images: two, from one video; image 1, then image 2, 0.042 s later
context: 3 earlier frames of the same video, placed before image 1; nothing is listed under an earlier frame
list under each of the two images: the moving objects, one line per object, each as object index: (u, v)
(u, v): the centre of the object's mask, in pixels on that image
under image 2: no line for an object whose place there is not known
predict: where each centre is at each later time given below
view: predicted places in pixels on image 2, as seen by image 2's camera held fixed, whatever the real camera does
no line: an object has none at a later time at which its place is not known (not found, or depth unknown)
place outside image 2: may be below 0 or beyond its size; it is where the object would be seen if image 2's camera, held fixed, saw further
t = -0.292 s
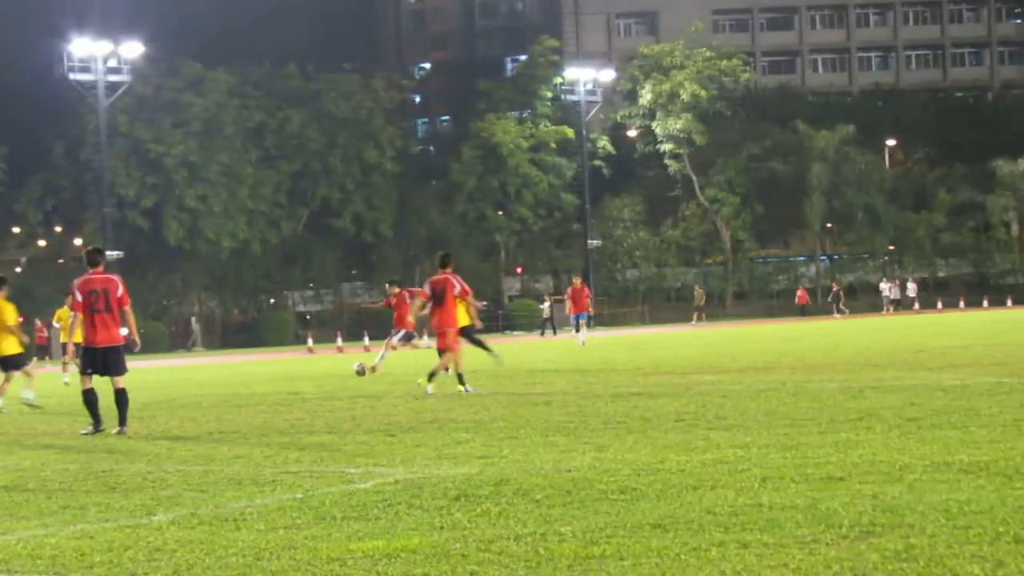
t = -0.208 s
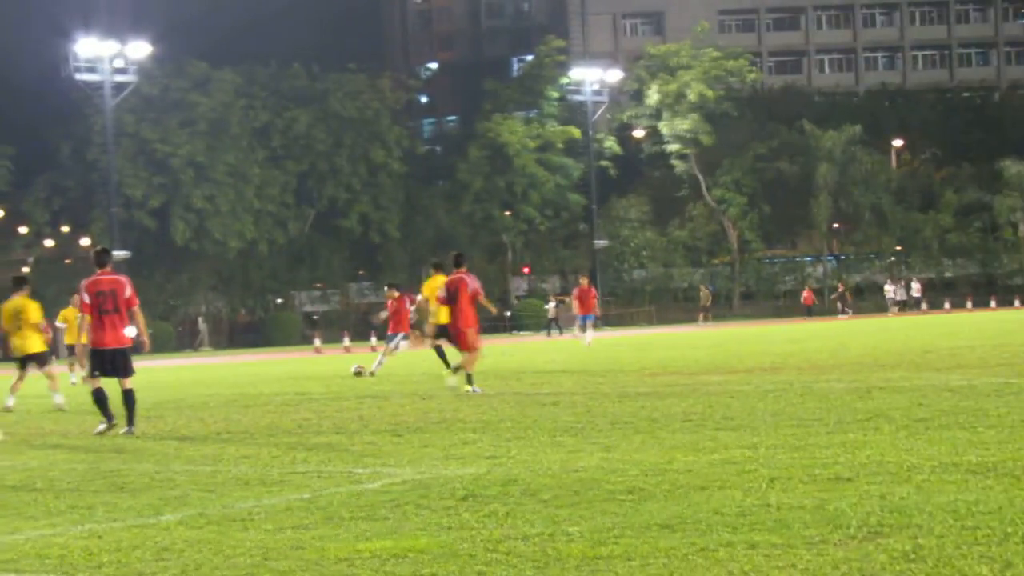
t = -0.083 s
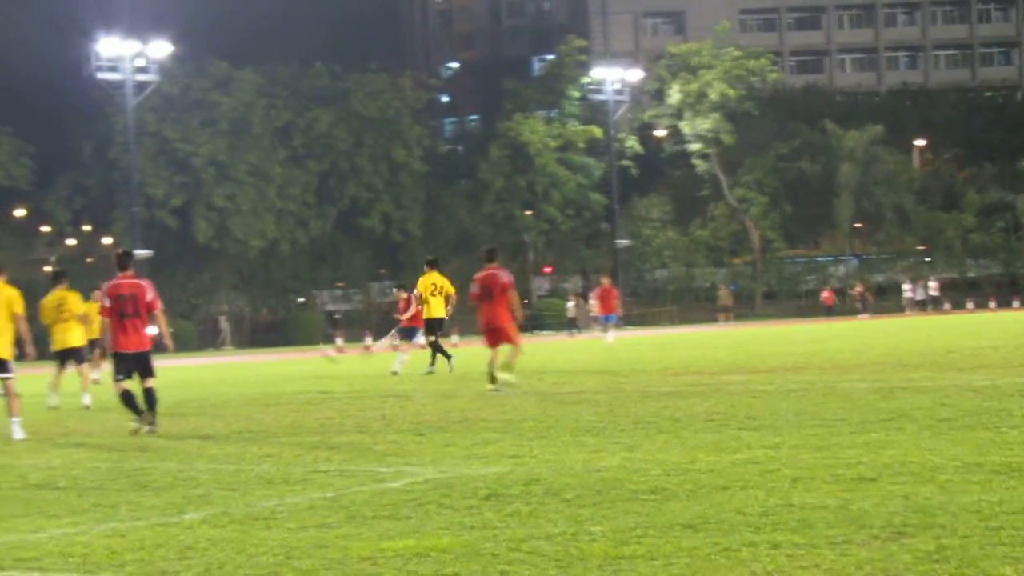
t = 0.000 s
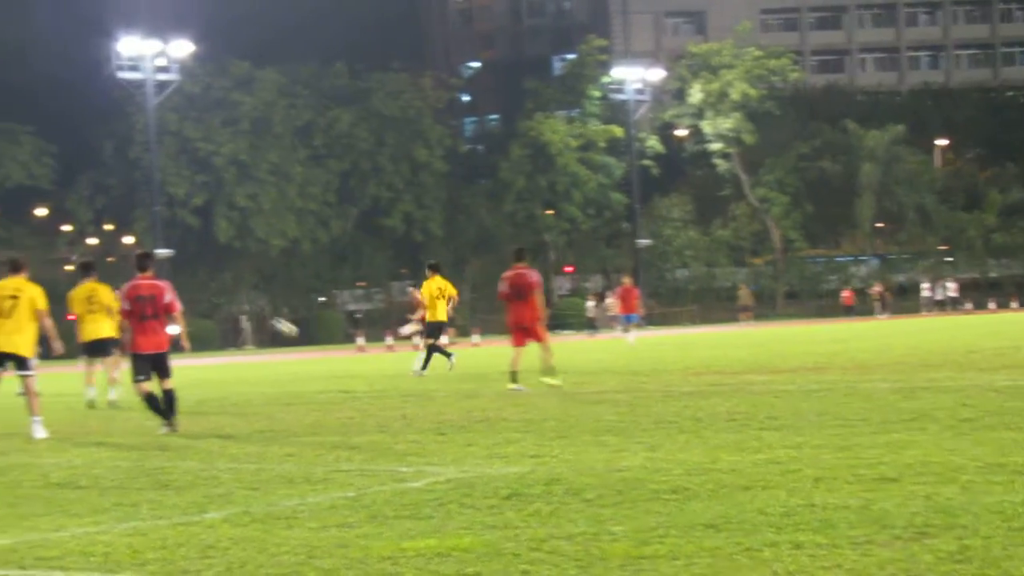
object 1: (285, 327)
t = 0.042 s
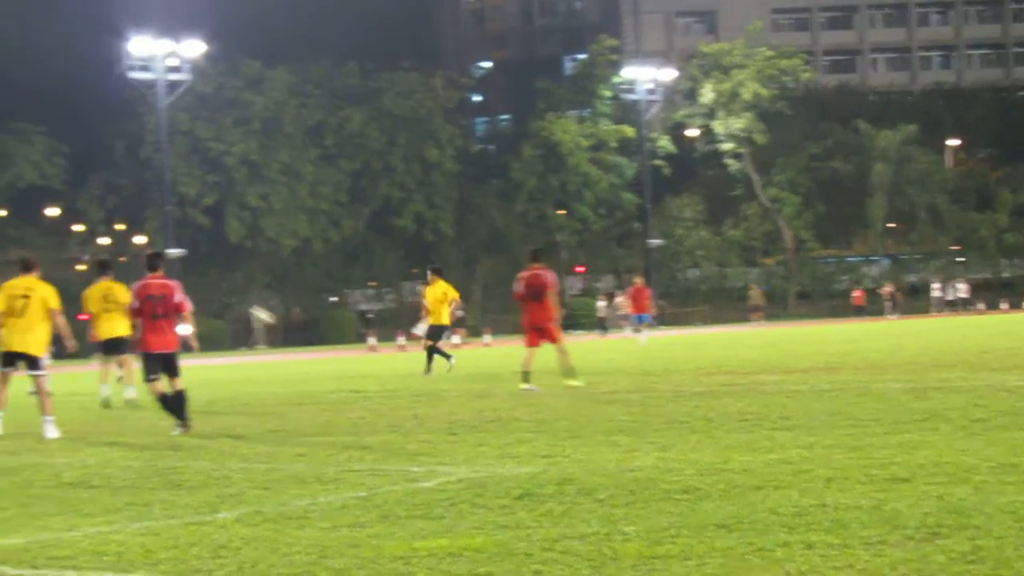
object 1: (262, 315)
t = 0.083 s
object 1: (226, 306)
